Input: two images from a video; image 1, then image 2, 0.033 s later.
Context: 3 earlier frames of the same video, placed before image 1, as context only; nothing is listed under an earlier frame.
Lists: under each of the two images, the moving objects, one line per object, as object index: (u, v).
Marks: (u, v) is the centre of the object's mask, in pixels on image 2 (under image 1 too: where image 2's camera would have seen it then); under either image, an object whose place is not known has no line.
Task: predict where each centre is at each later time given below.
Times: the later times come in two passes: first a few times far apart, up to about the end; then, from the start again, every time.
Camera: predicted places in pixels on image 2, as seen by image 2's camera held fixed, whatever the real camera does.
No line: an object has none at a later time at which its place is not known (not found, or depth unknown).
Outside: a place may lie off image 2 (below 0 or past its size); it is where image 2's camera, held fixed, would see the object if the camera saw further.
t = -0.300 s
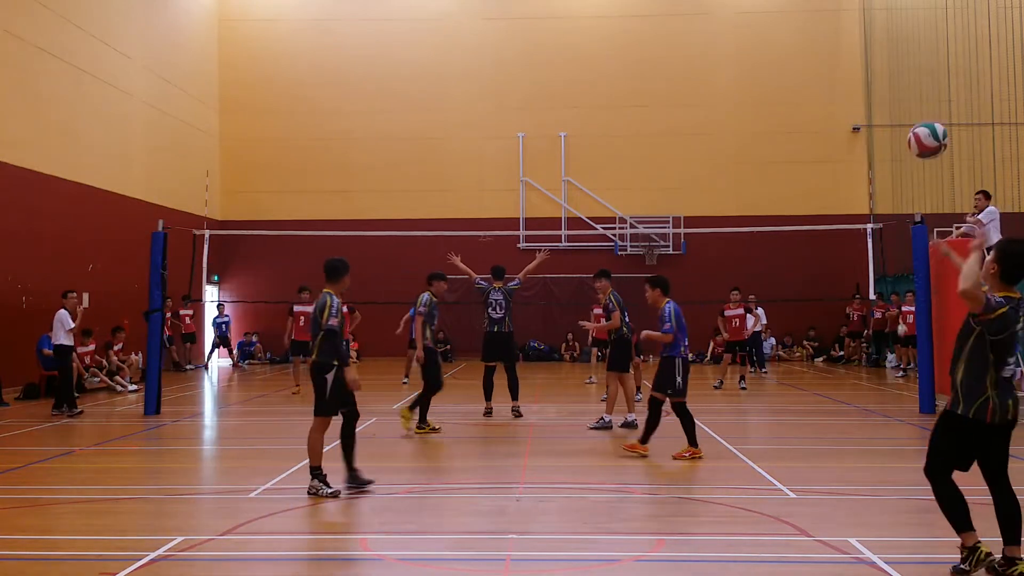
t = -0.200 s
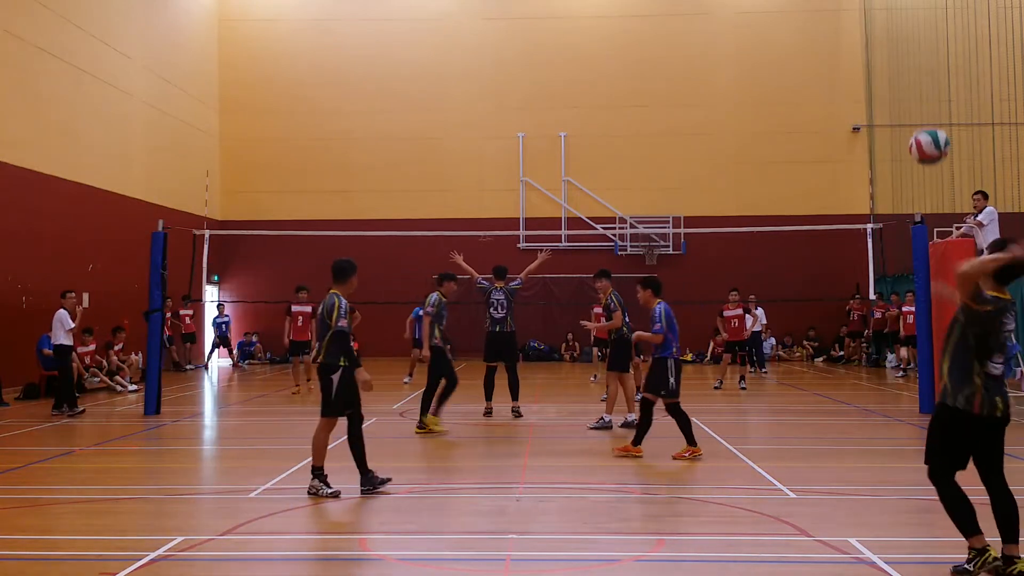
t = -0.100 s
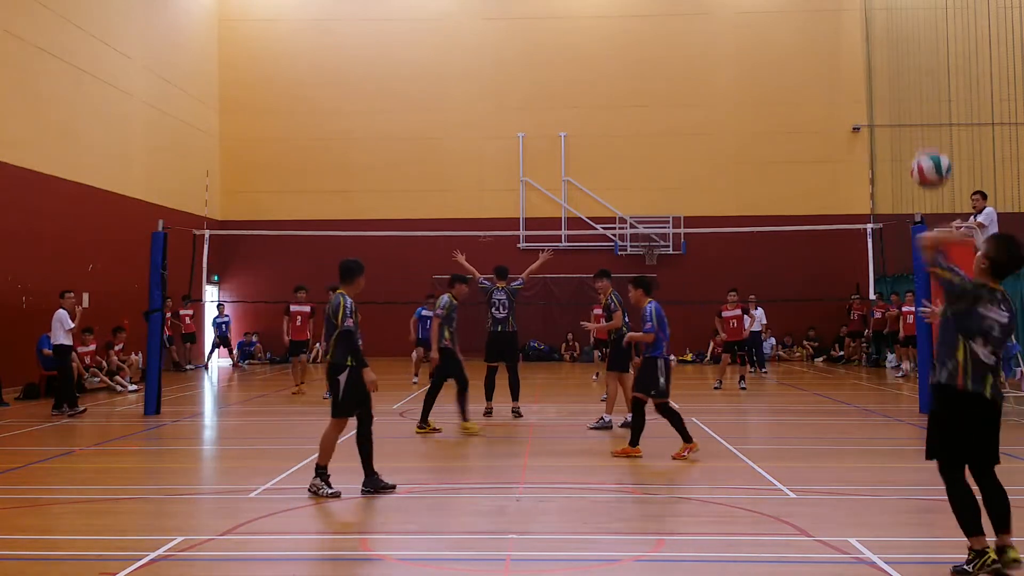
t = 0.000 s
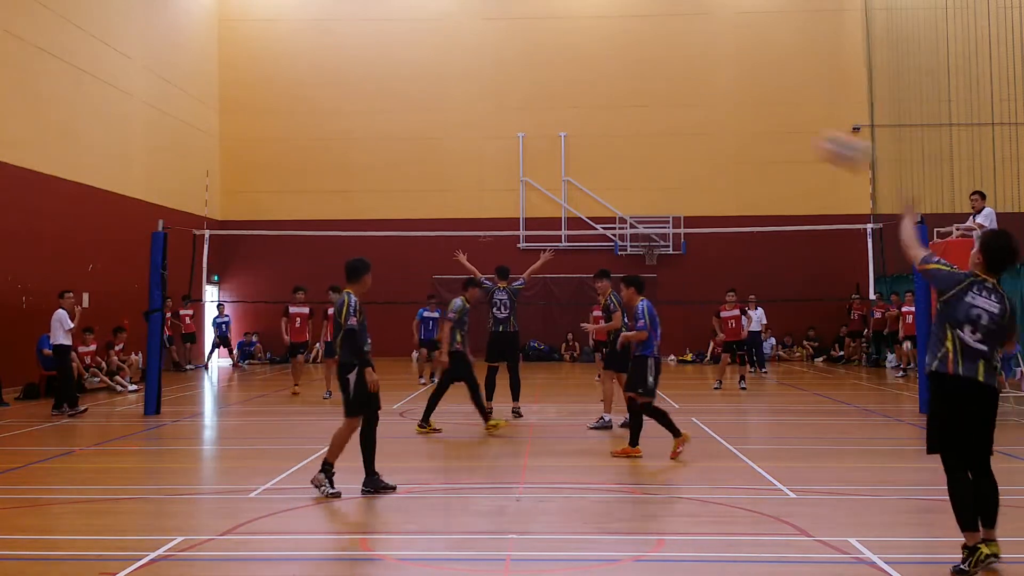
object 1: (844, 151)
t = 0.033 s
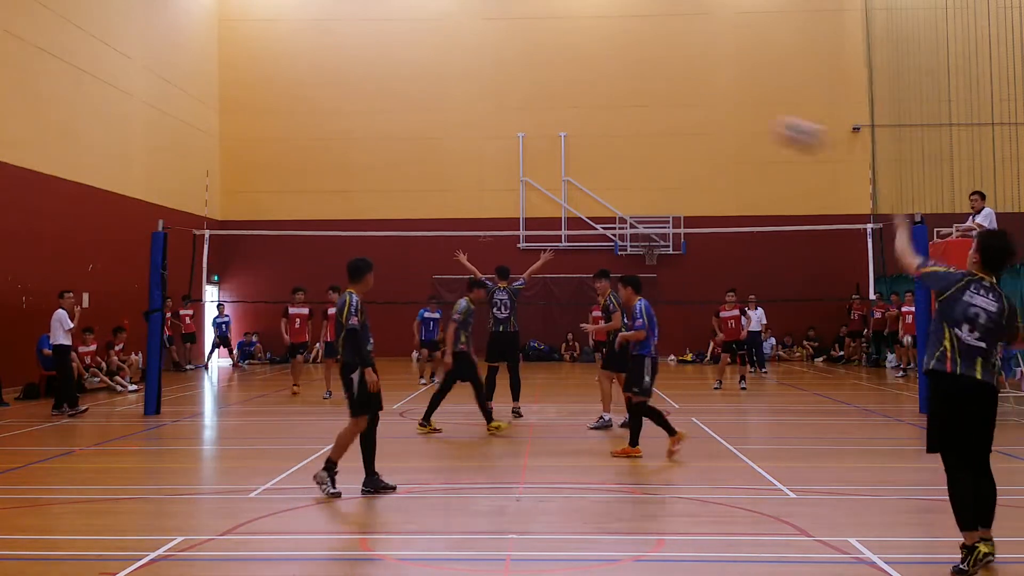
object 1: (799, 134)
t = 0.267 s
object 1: (588, 85)
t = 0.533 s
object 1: (467, 99)
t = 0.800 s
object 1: (401, 155)
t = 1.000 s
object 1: (363, 206)
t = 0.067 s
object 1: (761, 121)
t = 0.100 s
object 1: (724, 111)
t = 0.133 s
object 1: (692, 103)
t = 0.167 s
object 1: (664, 97)
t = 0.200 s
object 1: (637, 92)
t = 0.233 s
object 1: (612, 87)
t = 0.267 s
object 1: (588, 85)
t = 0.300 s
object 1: (568, 84)
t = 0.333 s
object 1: (550, 84)
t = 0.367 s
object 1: (533, 84)
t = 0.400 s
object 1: (517, 86)
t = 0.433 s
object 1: (503, 88)
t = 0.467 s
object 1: (489, 91)
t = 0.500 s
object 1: (477, 95)
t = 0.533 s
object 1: (467, 99)
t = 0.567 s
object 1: (456, 105)
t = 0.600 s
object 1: (446, 111)
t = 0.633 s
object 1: (438, 117)
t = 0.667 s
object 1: (430, 125)
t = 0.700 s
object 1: (423, 132)
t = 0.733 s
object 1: (416, 139)
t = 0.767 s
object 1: (408, 146)
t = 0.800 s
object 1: (401, 155)
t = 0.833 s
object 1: (394, 163)
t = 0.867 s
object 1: (386, 172)
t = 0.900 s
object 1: (380, 180)
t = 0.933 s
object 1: (375, 188)
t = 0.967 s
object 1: (368, 197)
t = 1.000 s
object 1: (363, 206)
